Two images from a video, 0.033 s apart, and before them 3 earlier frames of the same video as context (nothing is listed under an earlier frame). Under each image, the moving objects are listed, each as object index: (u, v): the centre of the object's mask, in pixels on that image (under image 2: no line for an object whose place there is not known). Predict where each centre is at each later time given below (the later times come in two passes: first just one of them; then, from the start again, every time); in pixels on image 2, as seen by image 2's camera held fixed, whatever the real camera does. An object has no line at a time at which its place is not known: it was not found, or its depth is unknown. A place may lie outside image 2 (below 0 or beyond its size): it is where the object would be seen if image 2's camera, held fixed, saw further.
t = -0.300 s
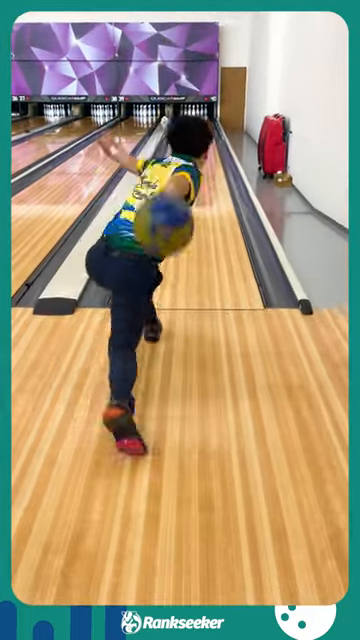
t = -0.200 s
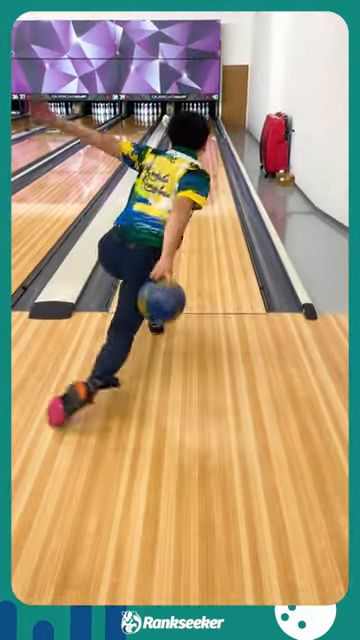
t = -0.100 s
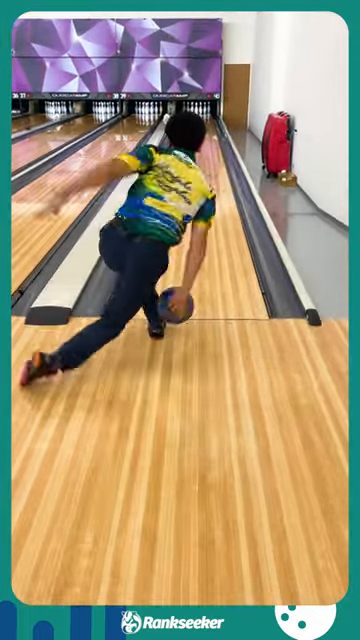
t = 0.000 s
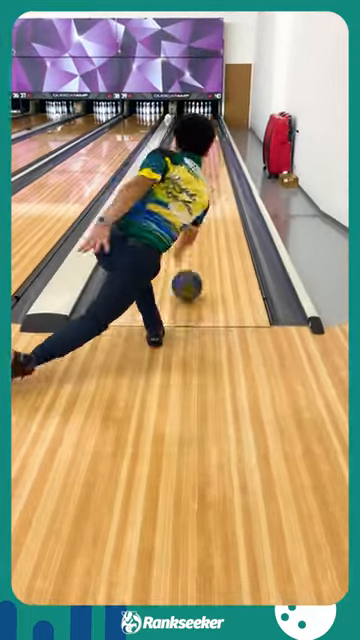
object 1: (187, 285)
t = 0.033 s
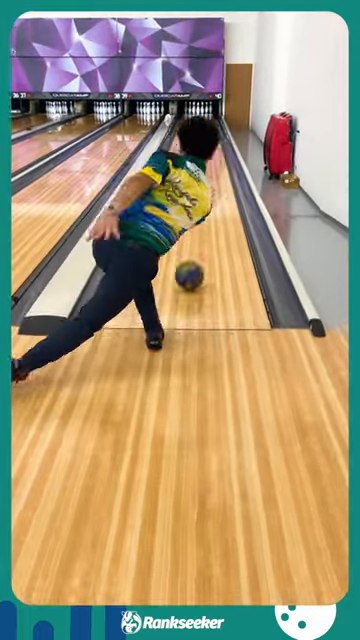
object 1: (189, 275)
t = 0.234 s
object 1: (201, 239)
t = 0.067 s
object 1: (191, 266)
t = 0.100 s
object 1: (193, 258)
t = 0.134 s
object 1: (194, 250)
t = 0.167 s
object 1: (196, 245)
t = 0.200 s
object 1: (198, 242)
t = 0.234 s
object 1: (201, 239)
